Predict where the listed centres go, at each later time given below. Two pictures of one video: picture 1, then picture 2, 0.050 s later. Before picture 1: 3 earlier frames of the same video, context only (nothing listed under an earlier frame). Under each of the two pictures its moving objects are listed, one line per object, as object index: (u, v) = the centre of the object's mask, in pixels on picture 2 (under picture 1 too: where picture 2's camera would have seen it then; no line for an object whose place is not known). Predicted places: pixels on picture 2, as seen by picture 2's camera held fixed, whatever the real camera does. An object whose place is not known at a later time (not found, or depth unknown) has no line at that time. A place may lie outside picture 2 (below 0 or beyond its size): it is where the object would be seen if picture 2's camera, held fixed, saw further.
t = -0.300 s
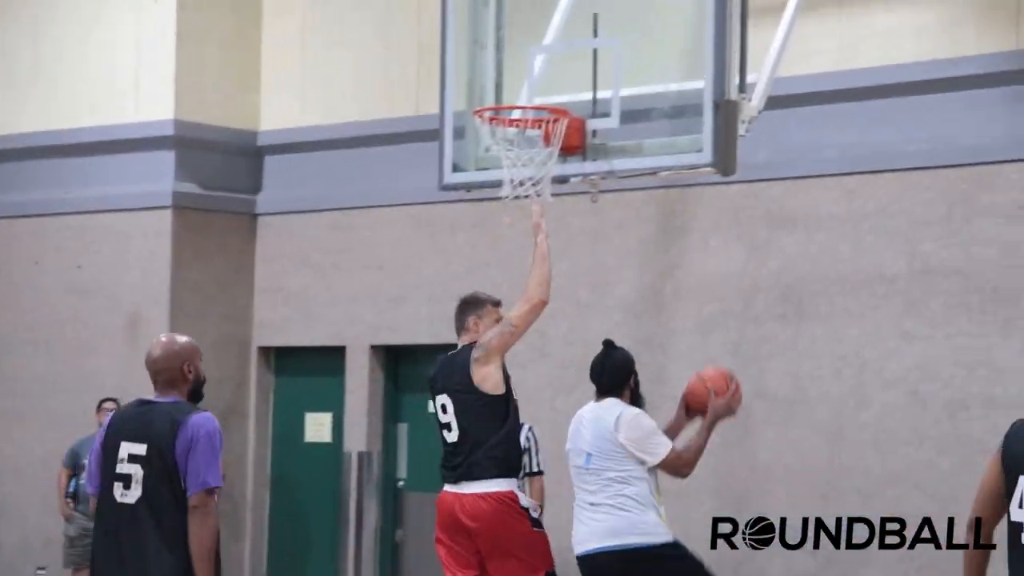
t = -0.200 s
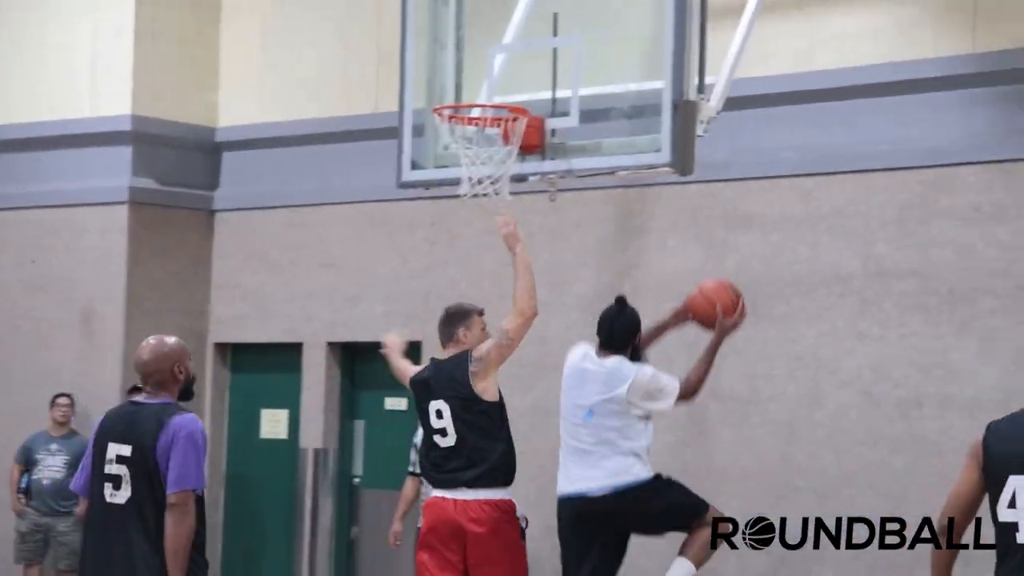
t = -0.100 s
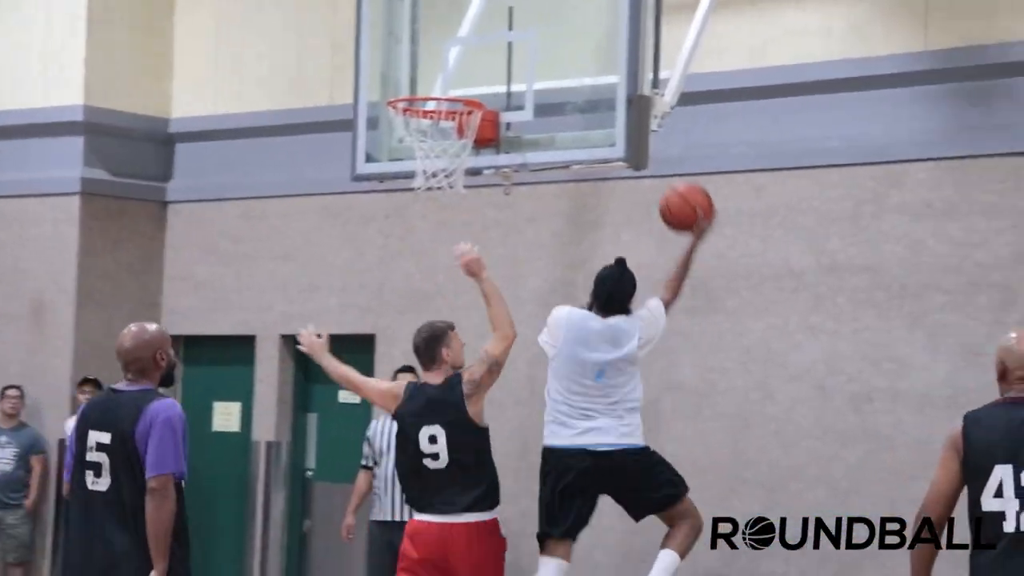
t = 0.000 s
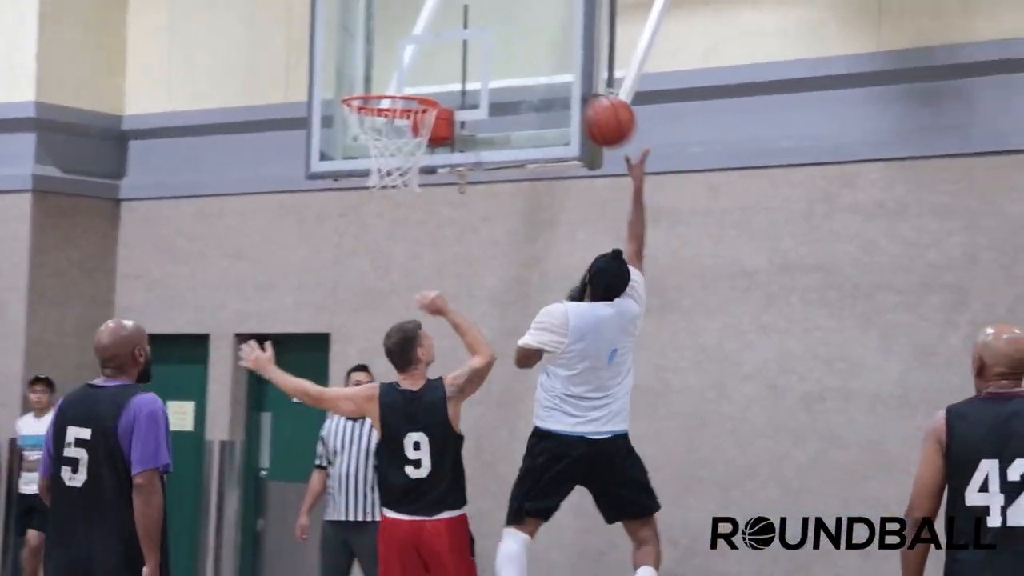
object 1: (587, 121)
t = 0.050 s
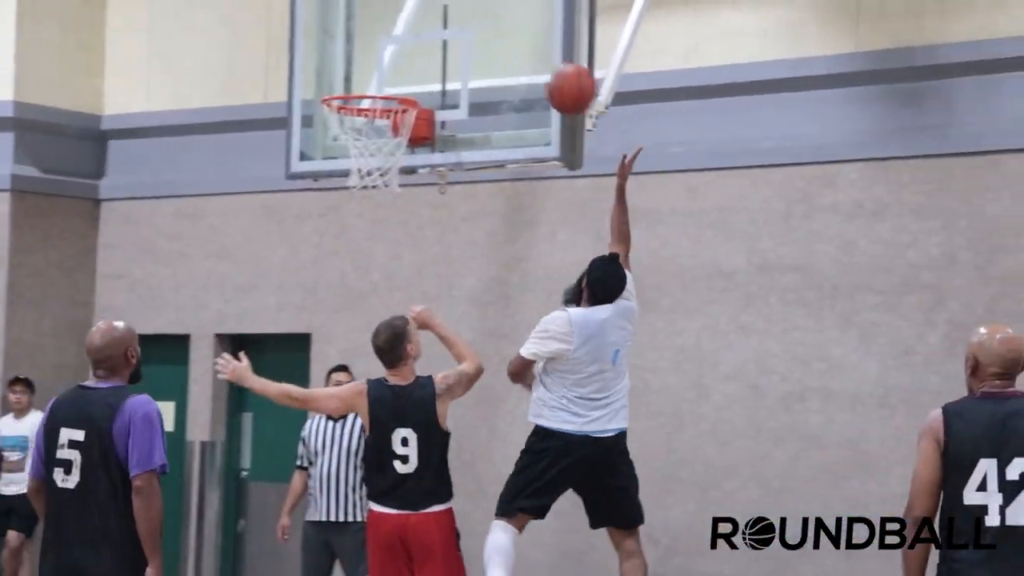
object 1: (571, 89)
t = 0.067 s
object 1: (566, 80)
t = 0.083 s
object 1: (560, 71)
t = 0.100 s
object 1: (554, 62)
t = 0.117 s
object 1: (548, 54)
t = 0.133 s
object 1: (543, 48)
